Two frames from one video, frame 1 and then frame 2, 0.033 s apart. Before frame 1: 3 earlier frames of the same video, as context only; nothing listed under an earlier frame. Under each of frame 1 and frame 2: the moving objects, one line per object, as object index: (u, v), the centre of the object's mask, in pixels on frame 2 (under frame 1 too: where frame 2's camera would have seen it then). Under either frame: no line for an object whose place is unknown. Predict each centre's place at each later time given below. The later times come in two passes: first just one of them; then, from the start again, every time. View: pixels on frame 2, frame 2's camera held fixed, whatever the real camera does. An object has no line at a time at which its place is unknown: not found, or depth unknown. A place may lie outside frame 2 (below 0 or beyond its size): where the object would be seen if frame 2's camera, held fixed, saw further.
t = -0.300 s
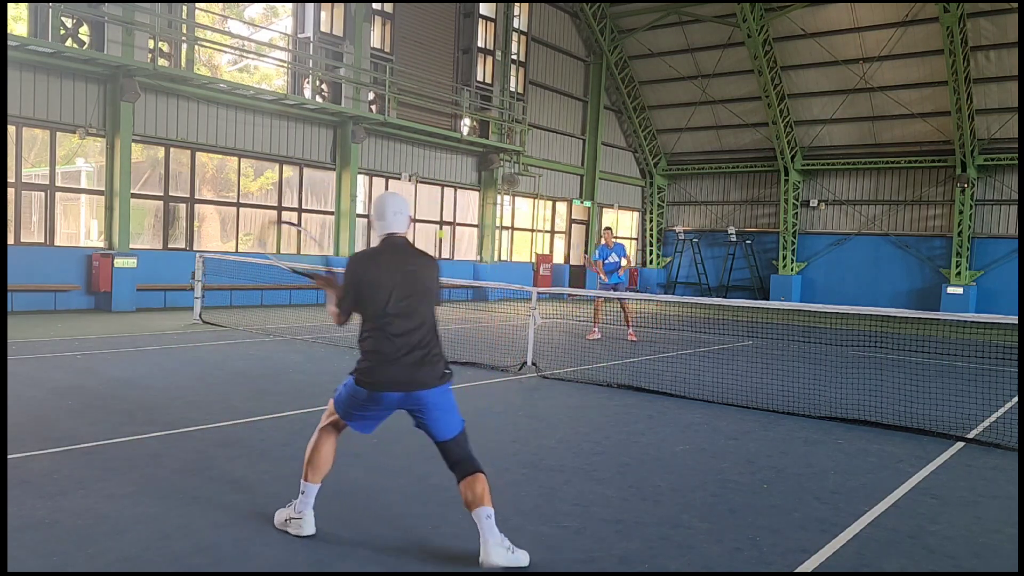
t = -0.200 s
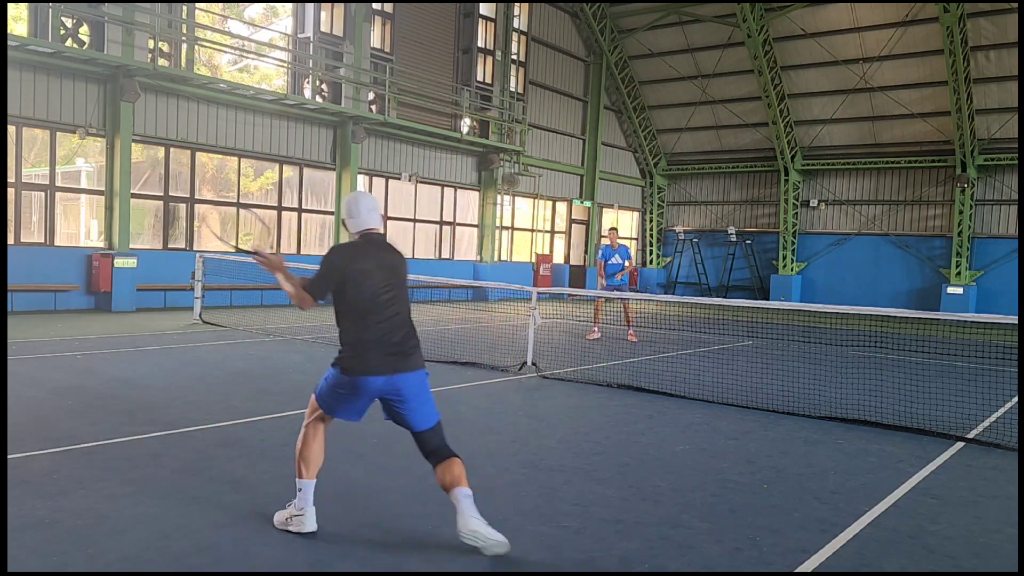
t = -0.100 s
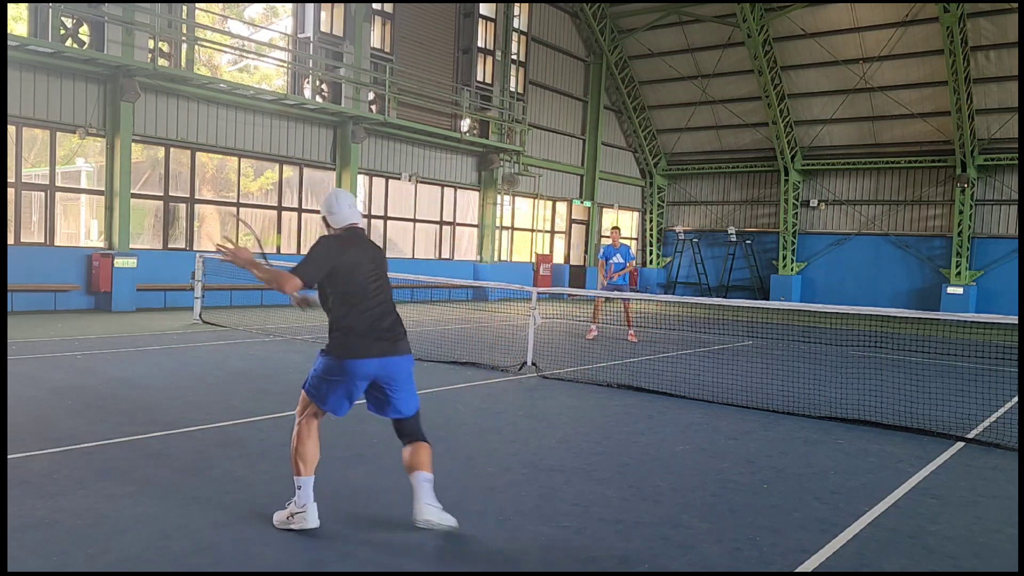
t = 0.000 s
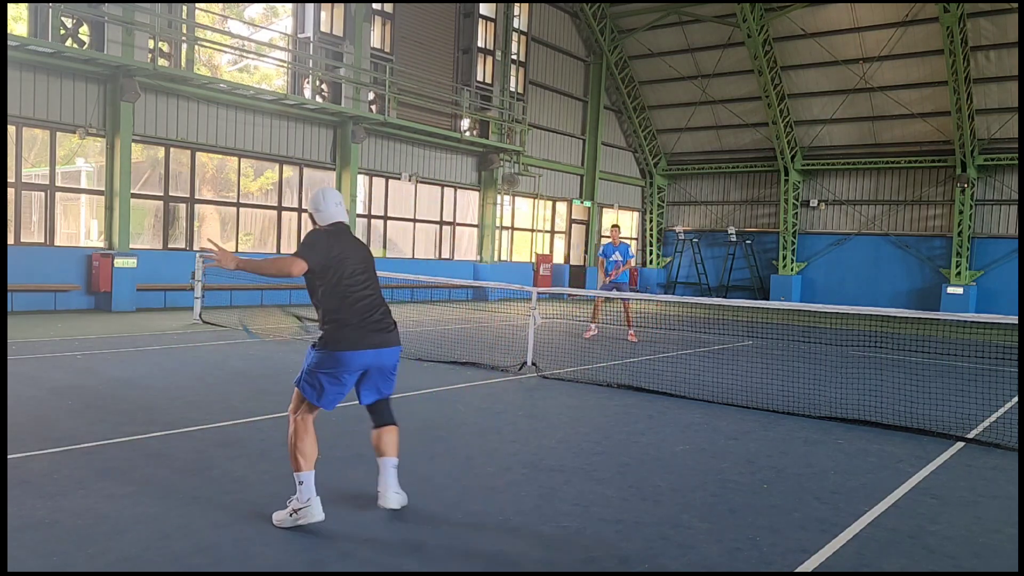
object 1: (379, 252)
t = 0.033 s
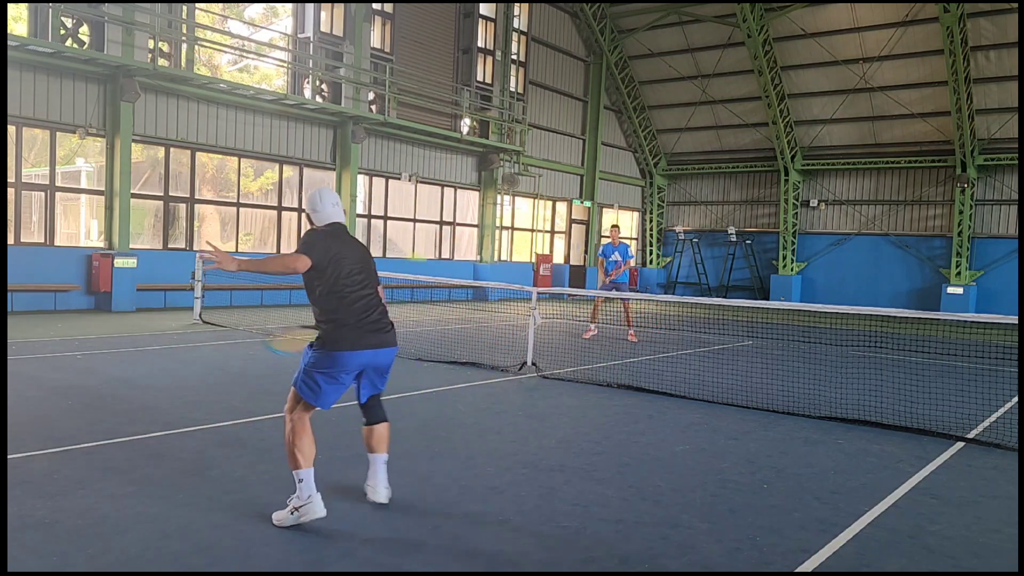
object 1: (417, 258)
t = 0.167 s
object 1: (534, 278)
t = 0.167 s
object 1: (534, 278)
